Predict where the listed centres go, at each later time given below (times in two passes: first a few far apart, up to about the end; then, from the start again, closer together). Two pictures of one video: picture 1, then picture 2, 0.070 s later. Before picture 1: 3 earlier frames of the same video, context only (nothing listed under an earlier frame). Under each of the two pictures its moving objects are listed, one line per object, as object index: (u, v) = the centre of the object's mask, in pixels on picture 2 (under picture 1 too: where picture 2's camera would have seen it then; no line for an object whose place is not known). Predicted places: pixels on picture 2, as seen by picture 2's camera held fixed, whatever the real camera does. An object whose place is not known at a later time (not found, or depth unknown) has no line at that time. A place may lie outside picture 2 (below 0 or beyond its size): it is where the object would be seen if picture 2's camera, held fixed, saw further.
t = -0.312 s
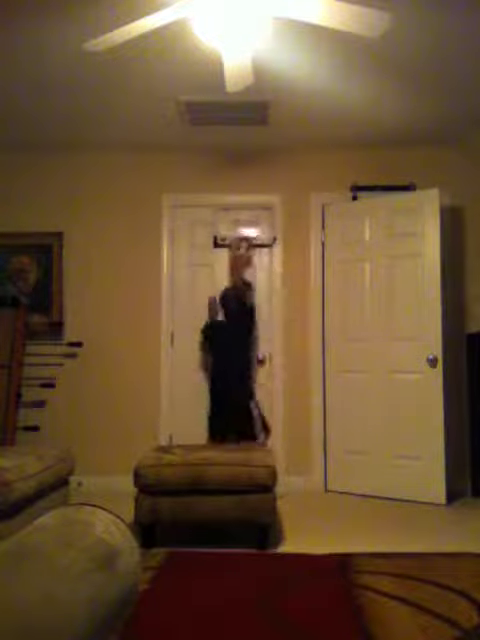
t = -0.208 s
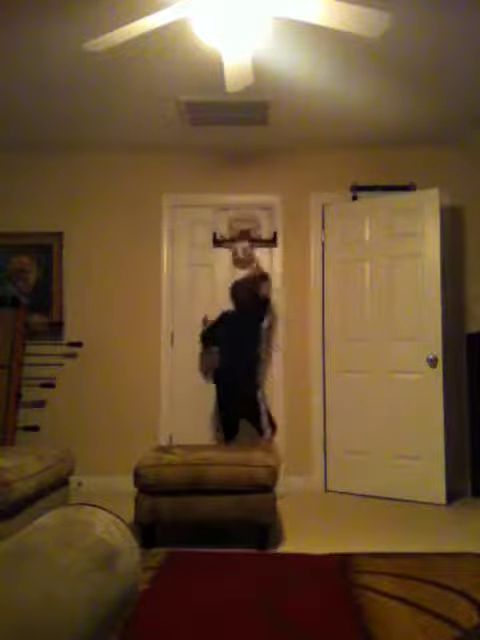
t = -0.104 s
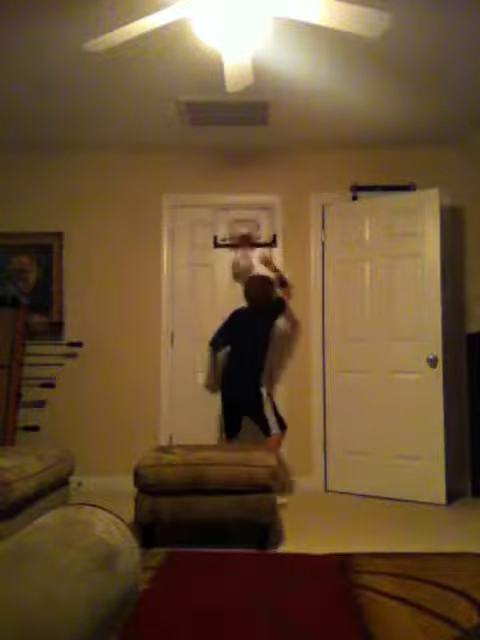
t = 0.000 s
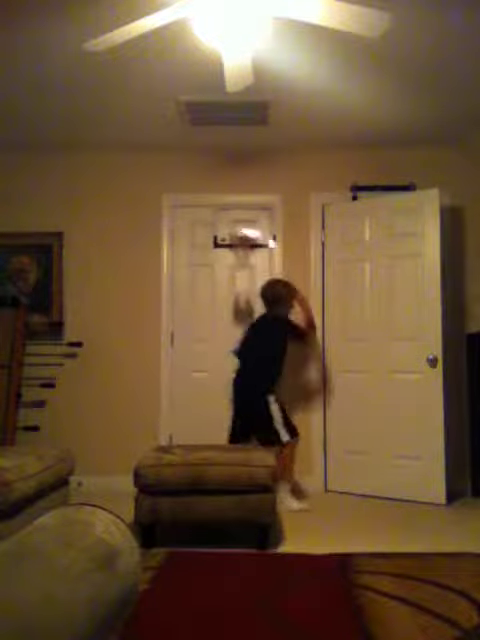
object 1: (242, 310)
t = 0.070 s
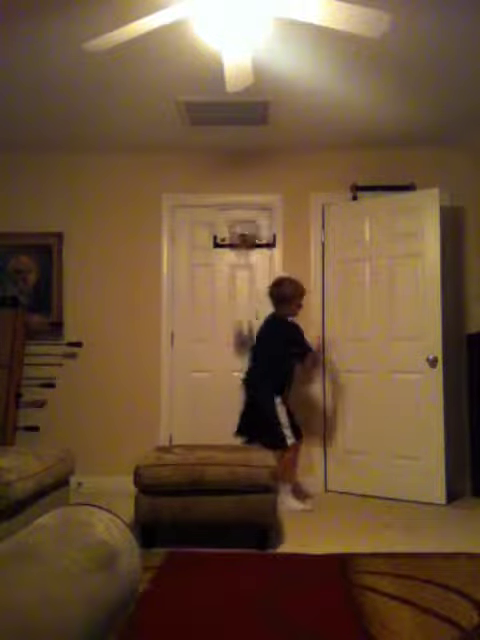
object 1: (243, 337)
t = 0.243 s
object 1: (244, 435)
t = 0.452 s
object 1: (241, 438)
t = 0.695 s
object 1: (238, 393)
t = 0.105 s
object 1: (243, 354)
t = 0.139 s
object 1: (243, 375)
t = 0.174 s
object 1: (244, 395)
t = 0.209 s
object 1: (244, 420)
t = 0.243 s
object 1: (244, 435)
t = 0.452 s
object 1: (241, 438)
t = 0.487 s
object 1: (242, 433)
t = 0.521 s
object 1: (241, 413)
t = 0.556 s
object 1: (241, 407)
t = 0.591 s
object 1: (240, 401)
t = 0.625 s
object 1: (239, 398)
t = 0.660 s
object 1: (238, 394)
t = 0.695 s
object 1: (238, 393)
